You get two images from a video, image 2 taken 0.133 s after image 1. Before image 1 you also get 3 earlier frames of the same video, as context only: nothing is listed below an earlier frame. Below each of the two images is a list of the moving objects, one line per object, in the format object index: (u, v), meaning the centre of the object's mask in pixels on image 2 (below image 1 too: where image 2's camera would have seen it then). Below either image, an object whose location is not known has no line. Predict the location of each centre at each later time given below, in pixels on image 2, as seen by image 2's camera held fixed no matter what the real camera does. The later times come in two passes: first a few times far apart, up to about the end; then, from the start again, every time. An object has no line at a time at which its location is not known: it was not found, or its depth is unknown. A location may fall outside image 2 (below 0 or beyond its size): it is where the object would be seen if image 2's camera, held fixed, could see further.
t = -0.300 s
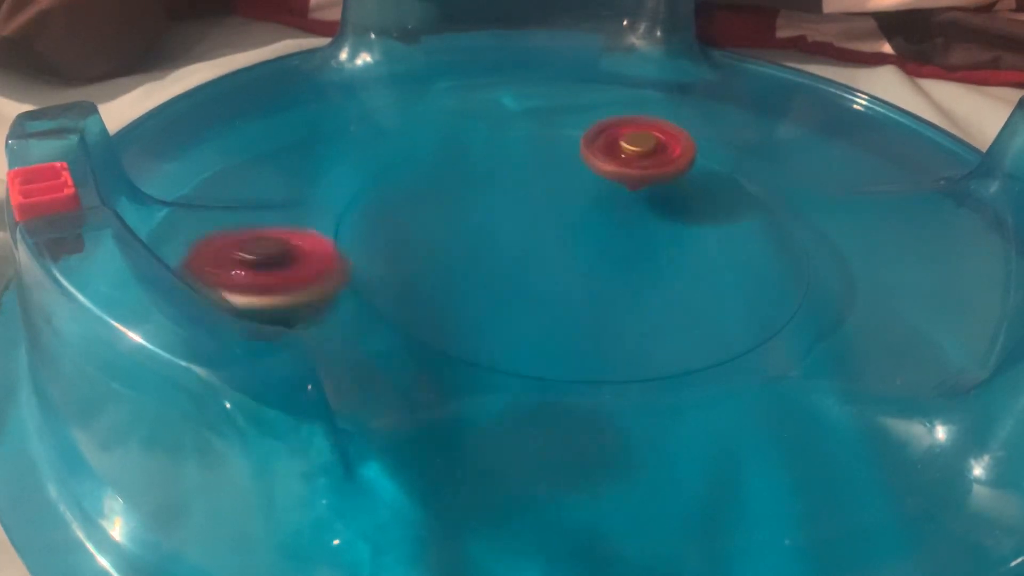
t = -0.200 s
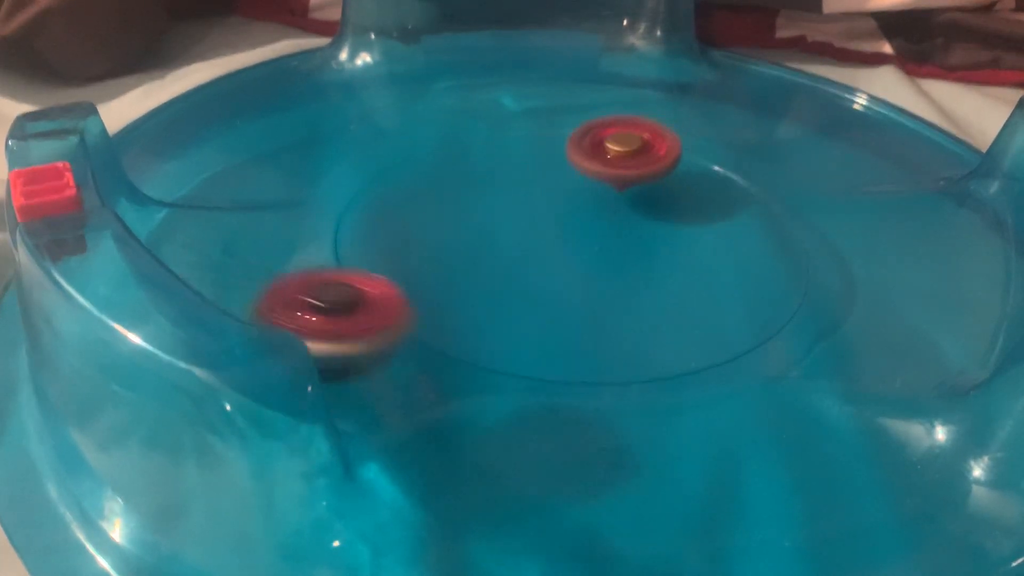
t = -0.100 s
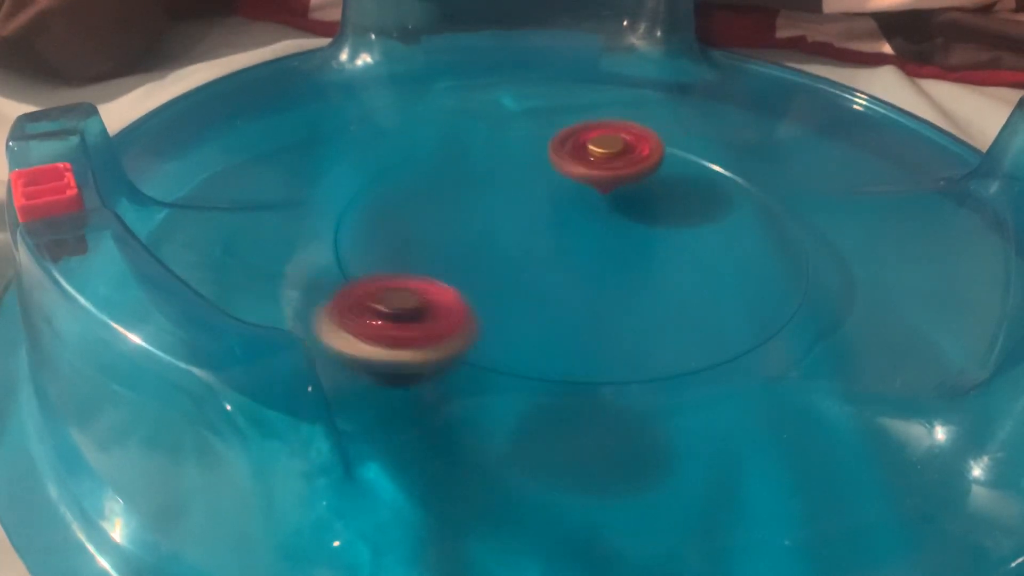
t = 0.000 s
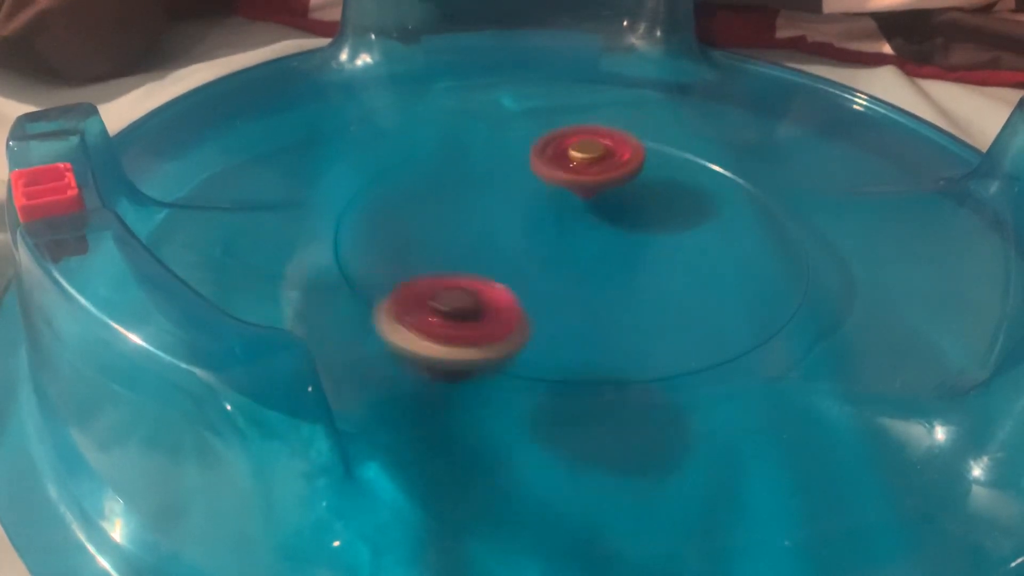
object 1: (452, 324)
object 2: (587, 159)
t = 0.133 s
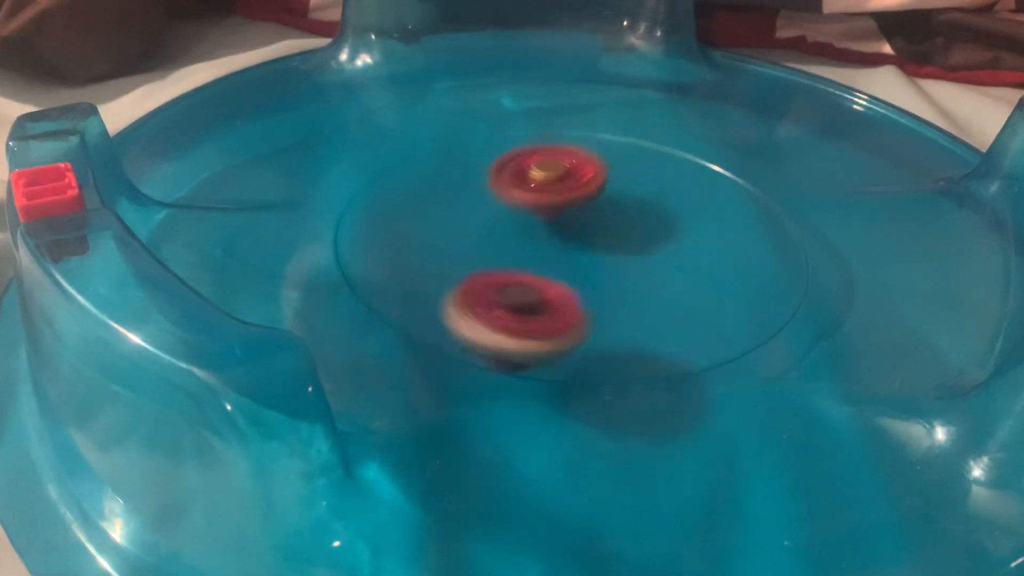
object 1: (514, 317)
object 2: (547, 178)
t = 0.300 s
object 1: (569, 296)
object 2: (497, 216)
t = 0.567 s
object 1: (662, 292)
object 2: (460, 202)
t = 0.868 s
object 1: (646, 238)
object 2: (455, 213)
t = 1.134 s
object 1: (610, 208)
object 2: (489, 225)
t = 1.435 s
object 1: (701, 149)
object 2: (441, 278)
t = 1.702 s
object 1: (620, 159)
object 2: (588, 273)
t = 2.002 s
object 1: (568, 158)
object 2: (622, 219)
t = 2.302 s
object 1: (477, 138)
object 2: (637, 237)
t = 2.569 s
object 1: (449, 166)
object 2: (612, 234)
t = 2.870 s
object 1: (435, 201)
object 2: (571, 227)
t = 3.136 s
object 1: (134, 126)
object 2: (768, 193)
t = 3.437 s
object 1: (138, 119)
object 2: (585, 166)
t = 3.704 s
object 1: (150, 102)
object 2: (431, 228)
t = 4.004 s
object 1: (186, 91)
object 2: (517, 314)
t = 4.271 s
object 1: (234, 94)
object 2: (588, 288)
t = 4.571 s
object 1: (283, 113)
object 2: (555, 180)
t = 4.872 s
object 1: (313, 150)
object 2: (445, 148)
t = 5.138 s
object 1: (512, 300)
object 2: (429, 165)
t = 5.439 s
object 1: (669, 315)
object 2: (507, 236)
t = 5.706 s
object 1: (712, 306)
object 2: (676, 236)
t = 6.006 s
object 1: (689, 293)
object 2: (692, 219)
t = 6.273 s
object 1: (593, 282)
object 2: (647, 183)
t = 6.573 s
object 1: (517, 249)
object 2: (459, 162)
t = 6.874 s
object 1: (705, 285)
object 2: (314, 151)
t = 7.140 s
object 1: (668, 190)
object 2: (295, 132)
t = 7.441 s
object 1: (611, 164)
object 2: (312, 124)
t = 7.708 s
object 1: (586, 163)
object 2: (349, 156)
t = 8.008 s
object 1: (562, 187)
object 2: (501, 267)
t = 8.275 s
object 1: (547, 213)
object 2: (704, 300)
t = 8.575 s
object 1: (536, 237)
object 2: (748, 248)
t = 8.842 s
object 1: (511, 243)
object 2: (602, 203)
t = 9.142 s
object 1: (497, 237)
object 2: (439, 170)
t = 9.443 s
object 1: (529, 229)
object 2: (381, 180)
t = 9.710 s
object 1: (552, 218)
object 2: (416, 208)
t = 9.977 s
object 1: (609, 201)
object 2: (502, 252)
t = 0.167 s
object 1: (530, 310)
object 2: (535, 187)
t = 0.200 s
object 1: (541, 303)
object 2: (523, 196)
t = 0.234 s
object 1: (548, 295)
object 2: (514, 207)
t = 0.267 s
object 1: (554, 289)
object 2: (507, 217)
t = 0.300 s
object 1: (569, 296)
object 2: (497, 216)
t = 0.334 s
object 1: (593, 311)
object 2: (487, 206)
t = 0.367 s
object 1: (615, 321)
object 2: (481, 201)
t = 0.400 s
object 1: (631, 324)
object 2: (477, 199)
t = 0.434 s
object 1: (643, 322)
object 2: (473, 199)
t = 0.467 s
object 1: (652, 316)
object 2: (469, 200)
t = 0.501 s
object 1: (657, 308)
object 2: (466, 201)
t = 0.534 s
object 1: (661, 300)
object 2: (463, 201)
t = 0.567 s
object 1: (662, 292)
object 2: (460, 202)
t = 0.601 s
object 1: (662, 285)
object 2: (458, 203)
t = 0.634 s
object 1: (661, 277)
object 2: (456, 204)
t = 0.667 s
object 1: (660, 271)
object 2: (455, 204)
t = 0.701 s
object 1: (658, 265)
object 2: (453, 205)
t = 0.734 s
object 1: (656, 259)
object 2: (452, 206)
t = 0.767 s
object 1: (654, 253)
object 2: (452, 208)
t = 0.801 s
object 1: (652, 248)
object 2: (452, 209)
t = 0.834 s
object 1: (650, 243)
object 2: (453, 211)
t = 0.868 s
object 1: (646, 238)
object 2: (455, 213)
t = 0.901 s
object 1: (642, 233)
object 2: (458, 214)
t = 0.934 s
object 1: (638, 229)
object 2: (461, 216)
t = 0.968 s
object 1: (633, 225)
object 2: (465, 218)
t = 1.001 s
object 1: (628, 221)
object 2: (469, 220)
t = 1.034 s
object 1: (623, 218)
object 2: (473, 221)
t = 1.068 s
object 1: (619, 214)
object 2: (478, 223)
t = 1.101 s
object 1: (614, 211)
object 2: (484, 224)
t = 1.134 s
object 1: (610, 208)
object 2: (489, 225)
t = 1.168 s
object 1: (606, 205)
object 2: (495, 226)
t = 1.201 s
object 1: (634, 194)
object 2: (470, 229)
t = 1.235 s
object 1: (677, 179)
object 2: (434, 232)
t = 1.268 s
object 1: (712, 164)
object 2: (410, 236)
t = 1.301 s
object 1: (734, 152)
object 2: (398, 241)
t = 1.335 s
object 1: (738, 145)
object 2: (397, 249)
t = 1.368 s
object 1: (732, 144)
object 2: (406, 259)
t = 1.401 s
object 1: (718, 146)
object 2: (422, 269)
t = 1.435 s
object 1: (701, 149)
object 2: (441, 278)
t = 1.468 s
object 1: (684, 150)
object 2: (463, 284)
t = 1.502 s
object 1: (668, 153)
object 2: (483, 288)
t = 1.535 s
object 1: (654, 155)
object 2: (501, 290)
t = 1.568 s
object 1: (644, 156)
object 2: (520, 289)
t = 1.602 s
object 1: (635, 157)
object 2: (537, 287)
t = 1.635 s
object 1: (629, 158)
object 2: (555, 284)
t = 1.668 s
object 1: (625, 158)
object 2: (572, 279)
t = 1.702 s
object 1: (620, 159)
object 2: (588, 273)
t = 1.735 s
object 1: (615, 160)
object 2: (602, 265)
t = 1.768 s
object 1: (610, 162)
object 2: (613, 256)
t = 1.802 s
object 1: (605, 163)
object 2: (621, 245)
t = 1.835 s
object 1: (601, 163)
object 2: (624, 233)
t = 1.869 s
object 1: (593, 159)
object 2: (626, 228)
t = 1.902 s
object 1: (586, 155)
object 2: (625, 225)
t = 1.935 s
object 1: (580, 155)
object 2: (624, 223)
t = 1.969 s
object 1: (574, 155)
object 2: (623, 221)
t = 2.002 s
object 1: (568, 158)
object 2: (622, 219)
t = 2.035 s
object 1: (559, 154)
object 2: (624, 221)
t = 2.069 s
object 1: (541, 138)
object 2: (632, 231)
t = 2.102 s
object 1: (526, 129)
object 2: (635, 237)
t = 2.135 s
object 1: (514, 125)
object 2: (636, 239)
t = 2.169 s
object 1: (505, 125)
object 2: (636, 238)
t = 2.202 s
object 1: (496, 126)
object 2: (638, 238)
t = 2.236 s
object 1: (489, 129)
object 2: (638, 238)
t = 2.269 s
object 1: (483, 134)
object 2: (637, 237)
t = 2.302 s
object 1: (477, 138)
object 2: (637, 237)
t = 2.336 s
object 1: (472, 142)
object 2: (637, 236)
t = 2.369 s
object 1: (469, 146)
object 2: (635, 236)
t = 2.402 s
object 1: (466, 150)
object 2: (632, 236)
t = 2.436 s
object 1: (463, 153)
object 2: (629, 236)
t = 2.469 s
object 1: (459, 156)
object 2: (626, 236)
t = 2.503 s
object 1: (456, 159)
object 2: (621, 235)
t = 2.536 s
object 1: (452, 163)
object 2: (617, 235)
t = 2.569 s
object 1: (449, 166)
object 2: (612, 234)
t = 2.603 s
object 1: (446, 170)
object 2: (607, 234)
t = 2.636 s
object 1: (445, 174)
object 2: (602, 233)
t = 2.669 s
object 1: (443, 178)
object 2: (596, 233)
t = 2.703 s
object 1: (442, 183)
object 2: (591, 232)
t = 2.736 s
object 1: (441, 187)
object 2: (586, 231)
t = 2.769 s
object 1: (441, 191)
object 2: (580, 230)
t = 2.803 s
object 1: (441, 195)
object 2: (575, 229)
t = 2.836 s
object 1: (442, 200)
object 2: (569, 227)
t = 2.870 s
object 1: (435, 201)
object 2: (571, 227)
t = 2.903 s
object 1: (361, 178)
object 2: (631, 235)
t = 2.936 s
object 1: (303, 153)
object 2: (684, 238)
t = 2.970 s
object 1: (251, 147)
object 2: (726, 237)
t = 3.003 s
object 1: (208, 139)
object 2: (754, 232)
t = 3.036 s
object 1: (174, 137)
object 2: (769, 225)
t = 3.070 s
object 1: (153, 132)
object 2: (775, 215)
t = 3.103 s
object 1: (143, 129)
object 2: (774, 203)
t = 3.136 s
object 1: (134, 126)
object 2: (768, 193)
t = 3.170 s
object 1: (135, 127)
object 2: (758, 184)
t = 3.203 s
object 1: (135, 127)
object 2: (745, 177)
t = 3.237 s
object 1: (135, 127)
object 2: (729, 172)
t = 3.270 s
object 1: (136, 127)
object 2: (711, 168)
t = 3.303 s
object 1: (134, 125)
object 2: (689, 165)
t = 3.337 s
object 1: (134, 124)
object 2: (666, 163)
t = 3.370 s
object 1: (135, 122)
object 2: (640, 162)
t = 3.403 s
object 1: (135, 119)
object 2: (612, 163)
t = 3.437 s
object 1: (138, 119)
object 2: (585, 166)
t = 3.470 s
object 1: (138, 116)
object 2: (559, 171)
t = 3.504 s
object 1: (140, 114)
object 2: (537, 176)
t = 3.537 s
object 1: (141, 112)
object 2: (514, 183)
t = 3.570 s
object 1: (142, 110)
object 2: (493, 191)
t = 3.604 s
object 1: (145, 108)
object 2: (473, 199)
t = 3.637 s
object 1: (147, 106)
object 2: (455, 208)
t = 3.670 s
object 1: (149, 103)
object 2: (441, 218)
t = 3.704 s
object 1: (150, 102)
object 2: (431, 228)
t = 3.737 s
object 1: (152, 100)
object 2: (421, 240)
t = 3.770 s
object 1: (156, 98)
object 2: (417, 252)
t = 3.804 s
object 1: (159, 97)
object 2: (416, 266)
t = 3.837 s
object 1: (163, 95)
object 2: (422, 279)
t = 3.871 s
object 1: (167, 93)
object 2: (433, 291)
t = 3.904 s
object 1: (171, 93)
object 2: (450, 300)
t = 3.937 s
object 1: (176, 92)
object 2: (480, 309)
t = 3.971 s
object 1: (181, 91)
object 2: (502, 312)
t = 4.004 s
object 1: (186, 91)
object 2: (517, 314)
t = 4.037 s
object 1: (192, 91)
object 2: (526, 313)
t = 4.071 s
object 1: (198, 91)
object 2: (534, 313)
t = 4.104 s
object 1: (204, 90)
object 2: (541, 311)
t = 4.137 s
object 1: (210, 91)
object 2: (549, 310)
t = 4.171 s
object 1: (216, 91)
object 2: (557, 307)
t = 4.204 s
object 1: (222, 92)
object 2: (567, 302)
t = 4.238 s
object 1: (228, 93)
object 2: (577, 296)
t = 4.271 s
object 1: (234, 94)
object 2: (588, 288)
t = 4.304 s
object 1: (240, 95)
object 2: (598, 279)
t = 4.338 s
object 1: (245, 96)
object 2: (604, 269)
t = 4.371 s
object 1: (251, 98)
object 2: (607, 258)
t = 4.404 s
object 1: (256, 100)
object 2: (607, 244)
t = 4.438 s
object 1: (262, 102)
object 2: (604, 231)
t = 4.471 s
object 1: (267, 104)
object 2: (597, 218)
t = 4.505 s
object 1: (272, 107)
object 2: (584, 204)
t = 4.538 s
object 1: (278, 110)
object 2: (570, 192)
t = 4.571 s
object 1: (283, 113)
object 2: (555, 180)
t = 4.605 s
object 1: (287, 116)
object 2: (537, 170)
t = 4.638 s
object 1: (291, 120)
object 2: (519, 161)
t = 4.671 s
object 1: (295, 123)
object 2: (502, 155)
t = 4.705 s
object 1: (299, 126)
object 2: (487, 151)
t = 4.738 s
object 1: (302, 131)
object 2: (473, 148)
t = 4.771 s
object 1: (306, 135)
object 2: (462, 147)
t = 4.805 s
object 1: (309, 139)
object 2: (453, 147)
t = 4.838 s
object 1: (311, 143)
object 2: (448, 147)
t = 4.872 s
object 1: (313, 150)
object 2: (445, 148)
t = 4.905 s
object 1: (317, 161)
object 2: (442, 149)
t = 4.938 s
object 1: (328, 175)
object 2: (439, 151)
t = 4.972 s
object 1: (346, 199)
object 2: (436, 152)
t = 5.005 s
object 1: (372, 225)
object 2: (434, 154)
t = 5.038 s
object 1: (400, 247)
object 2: (432, 156)
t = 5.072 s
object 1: (434, 268)
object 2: (431, 159)
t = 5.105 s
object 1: (472, 287)
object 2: (430, 162)
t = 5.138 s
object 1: (512, 300)
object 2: (429, 165)
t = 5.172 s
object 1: (548, 310)
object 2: (430, 169)
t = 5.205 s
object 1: (576, 314)
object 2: (432, 174)
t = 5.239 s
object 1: (597, 316)
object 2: (435, 180)
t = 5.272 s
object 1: (612, 316)
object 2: (440, 188)
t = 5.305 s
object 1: (625, 316)
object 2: (447, 196)
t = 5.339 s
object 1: (637, 316)
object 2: (456, 206)
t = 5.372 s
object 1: (649, 316)
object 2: (469, 216)
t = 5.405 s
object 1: (659, 315)
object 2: (486, 226)
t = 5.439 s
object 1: (669, 315)
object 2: (507, 236)
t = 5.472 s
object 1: (677, 313)
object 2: (530, 244)
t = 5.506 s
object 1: (684, 311)
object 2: (556, 250)
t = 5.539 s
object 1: (690, 311)
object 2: (581, 254)
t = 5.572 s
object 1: (697, 311)
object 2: (605, 254)
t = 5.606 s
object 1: (702, 310)
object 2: (624, 250)
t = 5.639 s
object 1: (706, 309)
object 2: (643, 245)
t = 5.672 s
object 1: (711, 308)
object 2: (661, 241)
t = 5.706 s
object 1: (712, 306)
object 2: (676, 236)
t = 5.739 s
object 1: (713, 305)
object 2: (687, 232)
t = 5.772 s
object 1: (714, 304)
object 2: (693, 230)
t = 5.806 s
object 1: (715, 304)
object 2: (697, 228)
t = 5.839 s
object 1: (714, 303)
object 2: (698, 226)
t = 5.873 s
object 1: (713, 302)
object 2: (698, 225)
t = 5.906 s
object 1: (709, 300)
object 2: (697, 224)
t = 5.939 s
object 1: (703, 297)
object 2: (697, 222)
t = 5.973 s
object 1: (696, 295)
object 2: (695, 220)
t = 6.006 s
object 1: (689, 293)
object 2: (692, 219)
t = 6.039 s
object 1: (682, 290)
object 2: (690, 218)
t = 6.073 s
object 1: (674, 286)
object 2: (686, 216)
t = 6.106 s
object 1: (666, 283)
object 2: (682, 215)
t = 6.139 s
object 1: (657, 279)
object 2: (678, 213)
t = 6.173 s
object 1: (649, 275)
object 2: (673, 212)
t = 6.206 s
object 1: (633, 278)
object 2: (668, 203)
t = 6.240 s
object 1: (611, 283)
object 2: (660, 193)
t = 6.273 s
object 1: (593, 282)
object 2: (647, 183)
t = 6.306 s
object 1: (577, 280)
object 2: (628, 174)
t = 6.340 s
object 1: (567, 277)
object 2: (607, 167)
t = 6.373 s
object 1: (559, 274)
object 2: (585, 161)
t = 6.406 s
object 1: (551, 270)
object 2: (565, 157)
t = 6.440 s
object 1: (544, 266)
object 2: (542, 154)
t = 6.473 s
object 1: (536, 262)
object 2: (520, 154)
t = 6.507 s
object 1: (530, 258)
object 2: (500, 154)
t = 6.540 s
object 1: (523, 253)
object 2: (479, 157)
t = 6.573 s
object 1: (517, 249)
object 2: (459, 162)
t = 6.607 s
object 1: (513, 245)
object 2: (442, 168)
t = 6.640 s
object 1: (508, 241)
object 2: (428, 175)
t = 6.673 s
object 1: (515, 245)
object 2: (405, 176)
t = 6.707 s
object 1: (557, 266)
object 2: (371, 162)
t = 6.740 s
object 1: (597, 280)
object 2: (352, 151)
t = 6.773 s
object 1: (632, 291)
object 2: (342, 150)
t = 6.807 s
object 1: (663, 294)
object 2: (333, 150)
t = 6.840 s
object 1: (687, 293)
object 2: (324, 150)
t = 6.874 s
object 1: (705, 285)
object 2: (314, 151)
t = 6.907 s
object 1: (716, 274)
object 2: (306, 149)
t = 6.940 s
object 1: (720, 260)
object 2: (300, 146)
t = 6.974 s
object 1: (718, 245)
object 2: (296, 143)
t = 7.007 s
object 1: (712, 232)
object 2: (294, 140)
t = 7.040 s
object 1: (704, 220)
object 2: (294, 137)
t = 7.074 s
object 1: (693, 208)
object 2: (293, 136)
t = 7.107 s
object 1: (680, 198)
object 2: (294, 134)
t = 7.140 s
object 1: (668, 190)
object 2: (295, 132)
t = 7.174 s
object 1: (658, 185)
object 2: (295, 131)
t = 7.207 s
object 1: (650, 181)
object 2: (297, 129)
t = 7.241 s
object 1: (644, 177)
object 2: (298, 128)
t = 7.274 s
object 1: (638, 175)
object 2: (300, 127)
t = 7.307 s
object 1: (632, 171)
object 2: (302, 125)
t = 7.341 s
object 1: (626, 169)
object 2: (304, 125)
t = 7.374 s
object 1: (621, 166)
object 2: (306, 125)
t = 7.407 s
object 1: (616, 164)
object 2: (310, 124)
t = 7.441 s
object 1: (611, 164)
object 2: (312, 124)
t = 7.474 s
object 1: (608, 161)
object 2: (316, 124)
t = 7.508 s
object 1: (603, 161)
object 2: (318, 124)
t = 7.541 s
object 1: (600, 160)
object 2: (321, 125)
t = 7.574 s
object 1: (597, 160)
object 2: (325, 126)
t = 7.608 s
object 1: (595, 160)
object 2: (328, 127)
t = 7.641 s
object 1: (591, 161)
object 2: (332, 132)
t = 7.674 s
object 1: (589, 162)
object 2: (341, 141)
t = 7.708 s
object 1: (586, 163)
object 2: (349, 156)
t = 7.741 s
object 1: (584, 163)
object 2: (358, 175)
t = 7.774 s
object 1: (581, 166)
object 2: (371, 188)
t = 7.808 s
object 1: (579, 167)
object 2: (384, 202)
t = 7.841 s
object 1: (577, 169)
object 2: (401, 214)
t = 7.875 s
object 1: (574, 172)
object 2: (418, 226)
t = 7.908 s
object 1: (571, 175)
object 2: (437, 237)
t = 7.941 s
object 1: (567, 178)
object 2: (458, 249)
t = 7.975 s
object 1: (564, 183)
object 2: (478, 258)
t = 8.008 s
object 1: (562, 187)
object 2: (501, 267)
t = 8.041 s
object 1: (560, 189)
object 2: (525, 276)
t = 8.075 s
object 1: (558, 193)
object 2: (549, 283)
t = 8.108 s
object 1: (556, 196)
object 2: (573, 289)
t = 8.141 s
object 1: (554, 199)
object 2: (599, 294)
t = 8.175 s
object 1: (553, 202)
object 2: (624, 297)
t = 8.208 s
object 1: (551, 207)
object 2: (650, 301)
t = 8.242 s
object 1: (549, 210)
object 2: (677, 301)
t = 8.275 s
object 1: (547, 213)
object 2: (704, 300)
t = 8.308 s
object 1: (546, 216)
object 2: (730, 298)
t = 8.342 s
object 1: (545, 220)
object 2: (754, 293)
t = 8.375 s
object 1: (543, 223)
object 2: (769, 283)
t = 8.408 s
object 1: (541, 226)
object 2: (775, 273)
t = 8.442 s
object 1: (540, 228)
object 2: (774, 266)
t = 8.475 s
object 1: (539, 231)
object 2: (769, 261)
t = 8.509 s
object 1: (539, 233)
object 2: (764, 257)
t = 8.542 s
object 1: (537, 235)
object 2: (757, 253)
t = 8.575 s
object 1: (536, 237)
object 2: (748, 248)
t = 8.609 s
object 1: (534, 239)
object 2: (737, 243)
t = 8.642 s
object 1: (533, 239)
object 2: (722, 237)
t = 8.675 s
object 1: (530, 240)
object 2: (704, 231)
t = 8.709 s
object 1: (527, 241)
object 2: (681, 225)
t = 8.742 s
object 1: (525, 242)
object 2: (662, 220)
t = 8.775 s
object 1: (523, 243)
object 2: (639, 216)
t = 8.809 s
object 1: (520, 243)
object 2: (618, 211)
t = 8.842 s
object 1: (511, 243)
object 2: (602, 203)
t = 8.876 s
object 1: (507, 244)
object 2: (585, 196)
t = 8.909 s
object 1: (505, 243)
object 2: (568, 189)
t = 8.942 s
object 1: (504, 243)
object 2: (549, 182)
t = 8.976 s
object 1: (503, 242)
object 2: (529, 176)
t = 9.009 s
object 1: (502, 242)
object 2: (511, 172)
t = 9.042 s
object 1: (501, 241)
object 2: (491, 170)
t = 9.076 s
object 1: (499, 240)
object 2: (471, 168)
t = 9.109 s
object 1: (498, 239)
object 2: (454, 169)
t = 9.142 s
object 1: (497, 237)
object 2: (439, 170)
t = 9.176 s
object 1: (497, 235)
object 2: (427, 171)
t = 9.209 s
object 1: (497, 234)
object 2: (416, 173)
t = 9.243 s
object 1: (505, 235)
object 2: (402, 173)
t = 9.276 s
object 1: (511, 235)
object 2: (393, 173)
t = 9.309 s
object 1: (516, 234)
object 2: (387, 175)
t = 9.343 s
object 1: (520, 233)
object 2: (385, 176)
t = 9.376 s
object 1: (523, 232)
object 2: (383, 177)
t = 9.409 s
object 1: (526, 231)
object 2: (381, 178)
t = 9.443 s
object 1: (529, 229)
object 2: (381, 180)
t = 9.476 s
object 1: (532, 228)
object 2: (381, 182)
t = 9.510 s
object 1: (535, 226)
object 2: (382, 184)
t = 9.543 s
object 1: (538, 225)
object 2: (384, 186)
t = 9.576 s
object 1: (541, 223)
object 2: (385, 189)
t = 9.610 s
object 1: (544, 222)
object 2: (389, 192)
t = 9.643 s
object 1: (546, 221)
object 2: (395, 196)
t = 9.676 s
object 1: (549, 219)
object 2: (404, 202)
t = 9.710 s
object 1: (552, 218)
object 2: (416, 208)
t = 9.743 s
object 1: (554, 217)
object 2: (430, 215)
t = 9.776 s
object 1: (568, 214)
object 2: (440, 221)
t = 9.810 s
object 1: (577, 213)
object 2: (449, 226)
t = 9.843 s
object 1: (581, 212)
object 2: (462, 232)
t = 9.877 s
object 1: (585, 211)
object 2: (476, 236)
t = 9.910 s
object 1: (589, 209)
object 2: (491, 241)
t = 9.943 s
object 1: (598, 205)
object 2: (497, 247)
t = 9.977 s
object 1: (609, 201)
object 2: (502, 252)
